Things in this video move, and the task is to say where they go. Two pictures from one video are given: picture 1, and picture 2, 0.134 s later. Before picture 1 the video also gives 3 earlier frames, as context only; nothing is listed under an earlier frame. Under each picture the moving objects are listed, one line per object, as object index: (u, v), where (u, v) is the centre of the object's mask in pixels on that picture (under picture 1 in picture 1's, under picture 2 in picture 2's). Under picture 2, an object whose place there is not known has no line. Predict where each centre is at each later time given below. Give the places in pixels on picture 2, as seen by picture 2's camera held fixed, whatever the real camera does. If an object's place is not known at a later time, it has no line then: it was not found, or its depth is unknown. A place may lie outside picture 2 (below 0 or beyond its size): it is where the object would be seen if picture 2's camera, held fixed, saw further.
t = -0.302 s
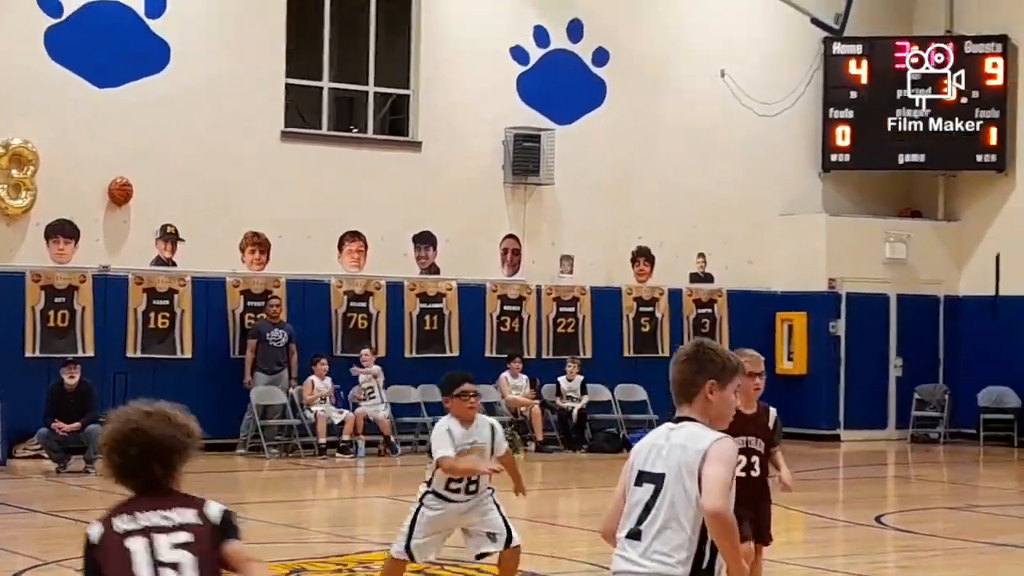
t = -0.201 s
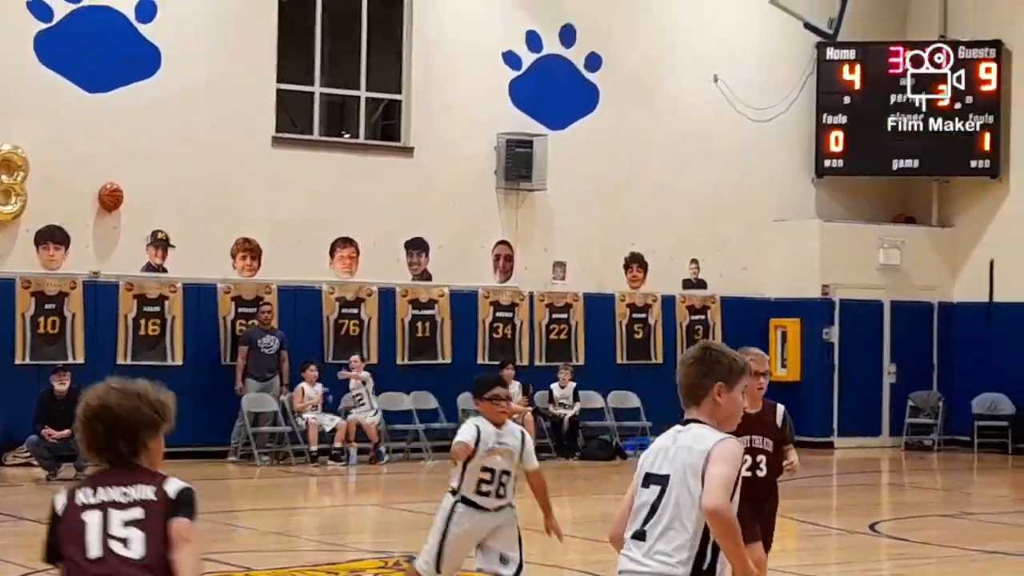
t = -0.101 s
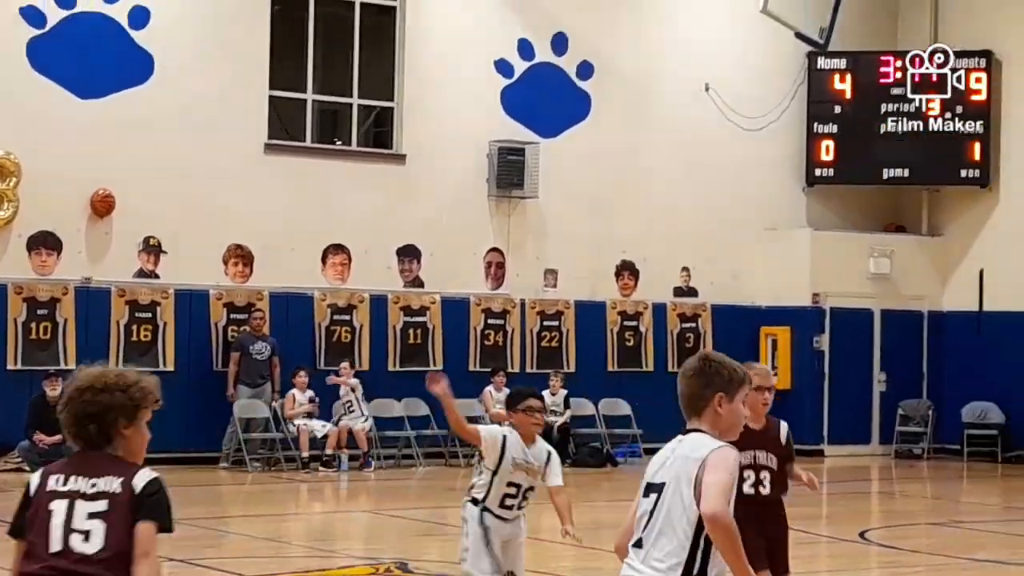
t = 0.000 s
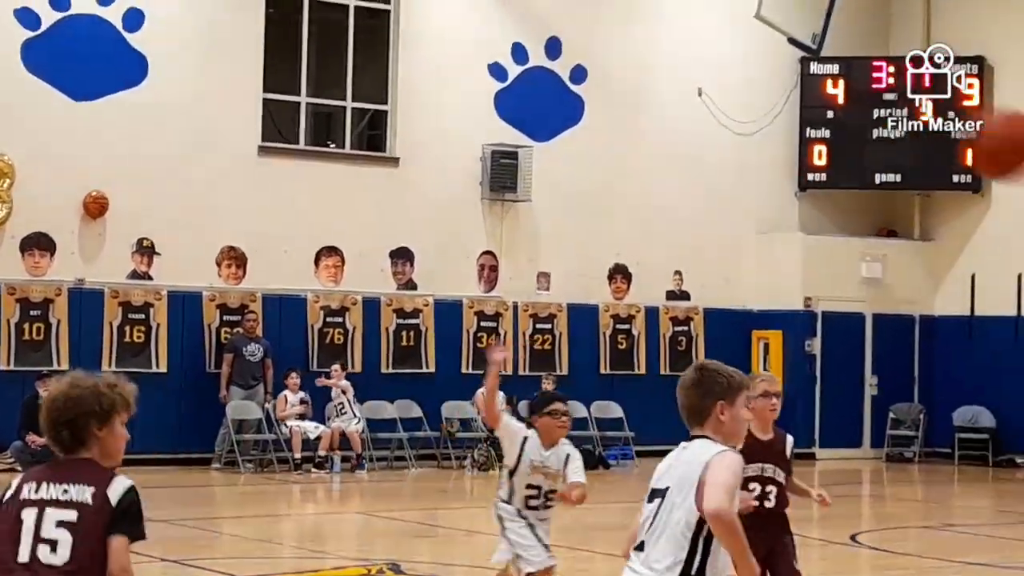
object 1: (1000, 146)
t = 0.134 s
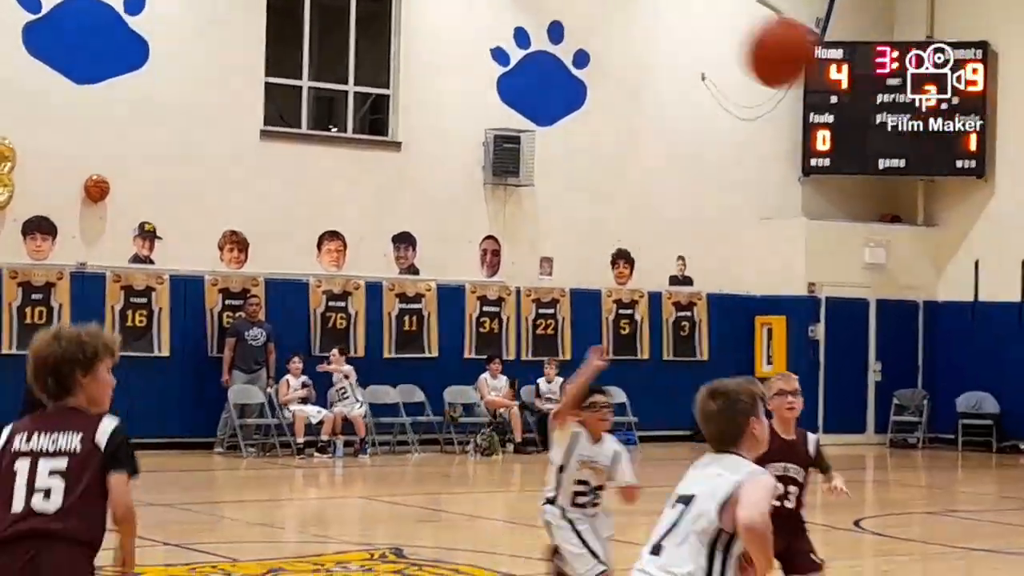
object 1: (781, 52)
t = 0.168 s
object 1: (723, 40)
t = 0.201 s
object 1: (670, 36)
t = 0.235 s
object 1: (617, 38)
